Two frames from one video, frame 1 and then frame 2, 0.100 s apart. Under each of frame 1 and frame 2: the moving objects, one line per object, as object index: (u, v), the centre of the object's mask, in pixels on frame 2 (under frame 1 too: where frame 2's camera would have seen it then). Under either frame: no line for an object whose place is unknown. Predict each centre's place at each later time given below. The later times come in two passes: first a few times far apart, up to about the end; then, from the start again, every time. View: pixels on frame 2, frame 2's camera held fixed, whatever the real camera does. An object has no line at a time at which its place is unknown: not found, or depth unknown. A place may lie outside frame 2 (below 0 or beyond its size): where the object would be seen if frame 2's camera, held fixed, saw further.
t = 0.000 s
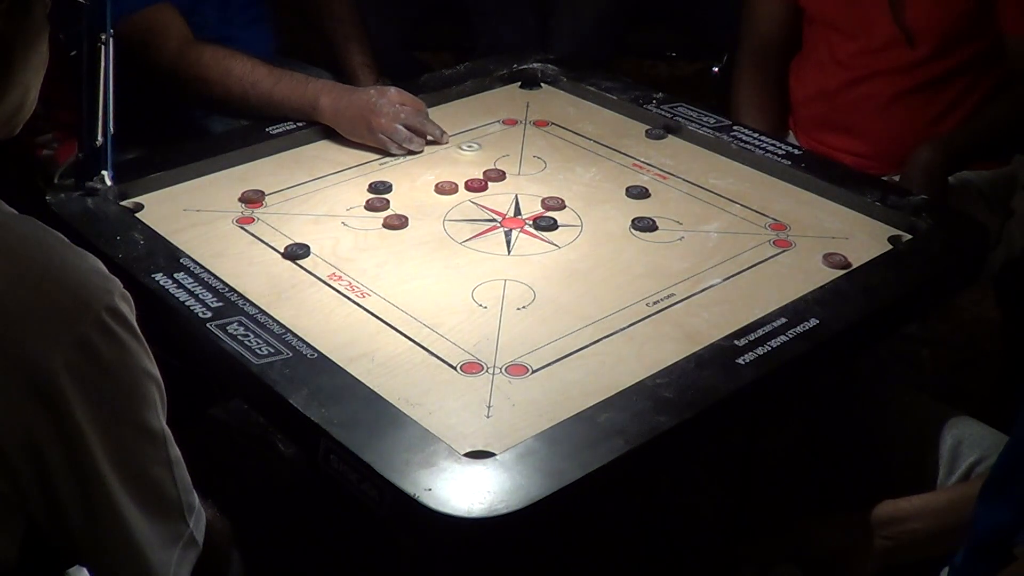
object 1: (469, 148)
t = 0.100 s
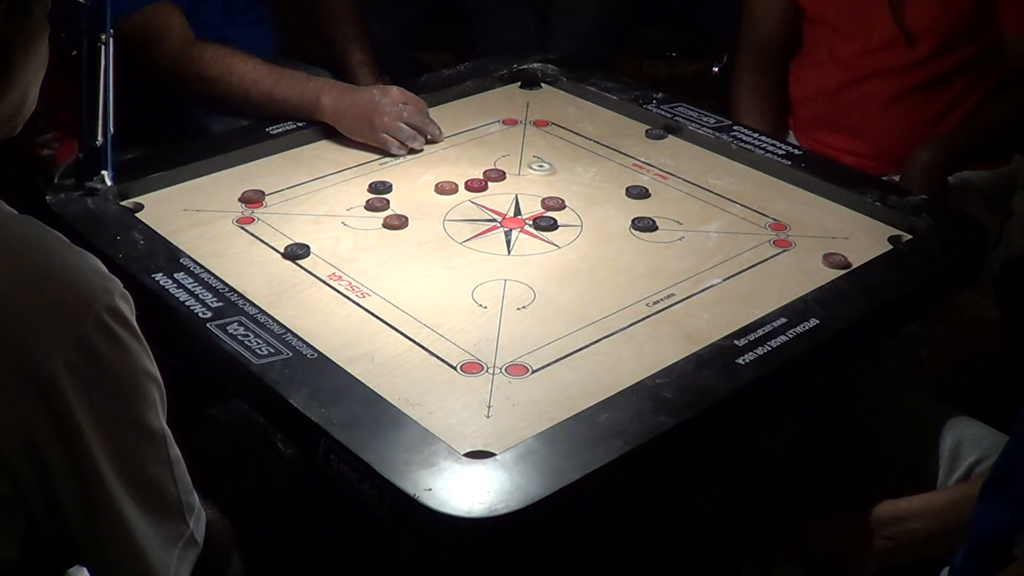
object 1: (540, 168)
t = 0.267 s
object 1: (627, 195)
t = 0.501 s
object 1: (669, 212)
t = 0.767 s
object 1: (676, 215)
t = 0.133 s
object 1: (563, 175)
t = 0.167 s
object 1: (585, 181)
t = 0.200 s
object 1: (607, 187)
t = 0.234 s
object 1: (618, 192)
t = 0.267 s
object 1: (627, 195)
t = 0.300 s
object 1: (635, 198)
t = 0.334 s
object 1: (643, 202)
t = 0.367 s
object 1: (649, 205)
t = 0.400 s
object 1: (655, 207)
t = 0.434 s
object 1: (660, 209)
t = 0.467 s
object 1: (665, 211)
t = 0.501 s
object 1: (669, 212)
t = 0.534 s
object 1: (671, 213)
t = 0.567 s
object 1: (674, 214)
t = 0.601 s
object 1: (675, 215)
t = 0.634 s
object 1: (676, 215)
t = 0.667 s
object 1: (676, 215)
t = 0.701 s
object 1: (676, 215)
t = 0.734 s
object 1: (676, 215)
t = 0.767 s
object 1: (676, 215)
